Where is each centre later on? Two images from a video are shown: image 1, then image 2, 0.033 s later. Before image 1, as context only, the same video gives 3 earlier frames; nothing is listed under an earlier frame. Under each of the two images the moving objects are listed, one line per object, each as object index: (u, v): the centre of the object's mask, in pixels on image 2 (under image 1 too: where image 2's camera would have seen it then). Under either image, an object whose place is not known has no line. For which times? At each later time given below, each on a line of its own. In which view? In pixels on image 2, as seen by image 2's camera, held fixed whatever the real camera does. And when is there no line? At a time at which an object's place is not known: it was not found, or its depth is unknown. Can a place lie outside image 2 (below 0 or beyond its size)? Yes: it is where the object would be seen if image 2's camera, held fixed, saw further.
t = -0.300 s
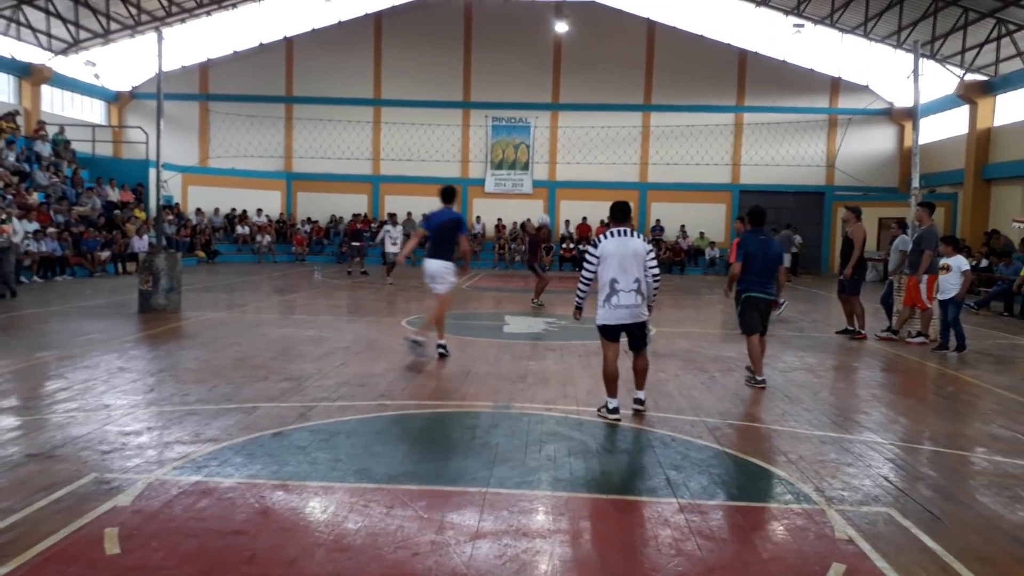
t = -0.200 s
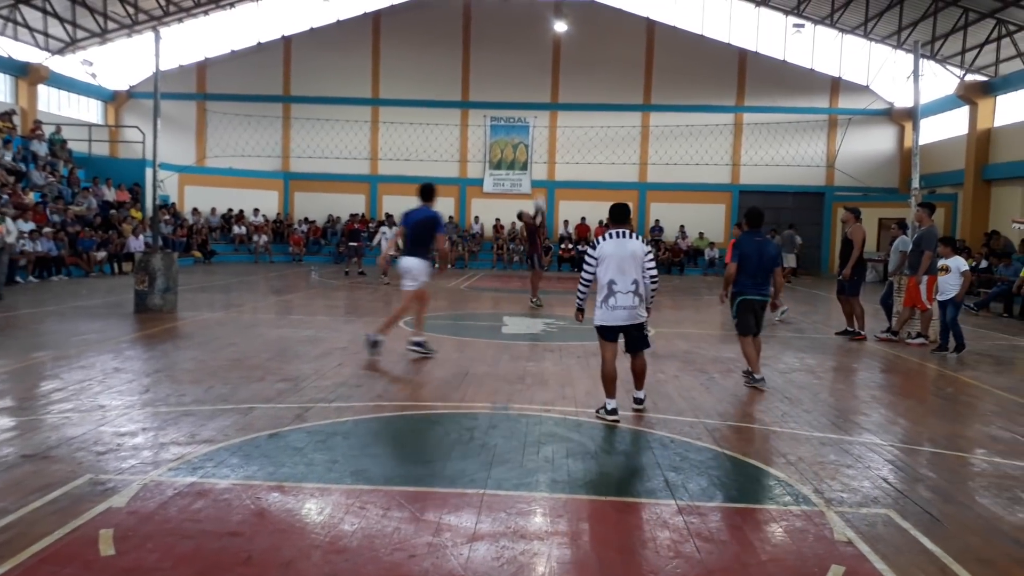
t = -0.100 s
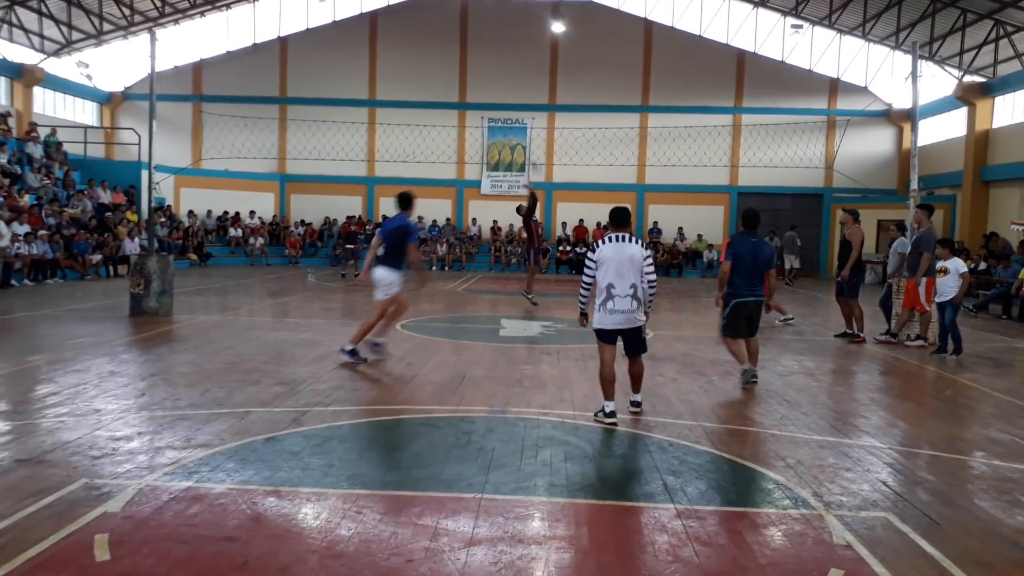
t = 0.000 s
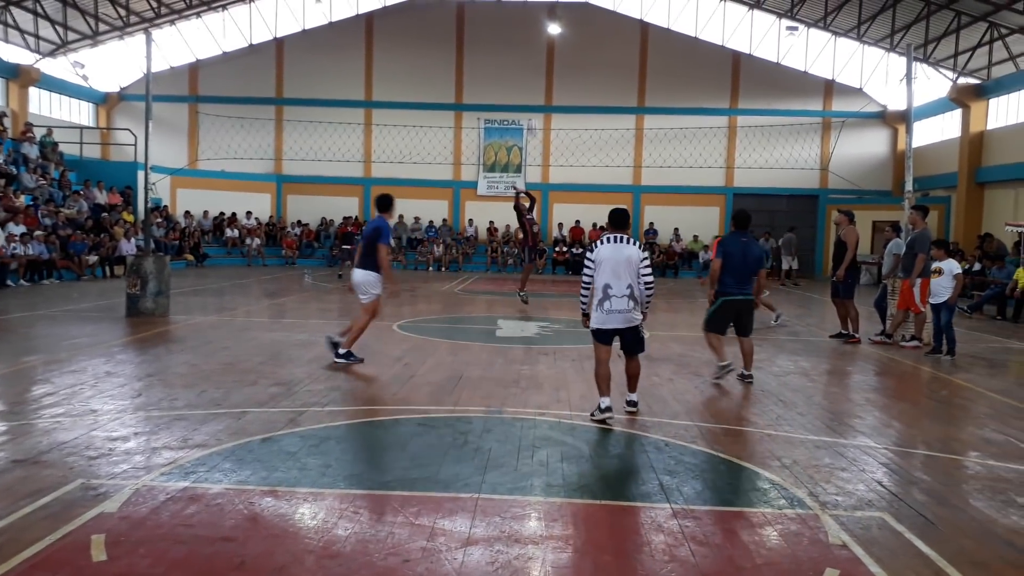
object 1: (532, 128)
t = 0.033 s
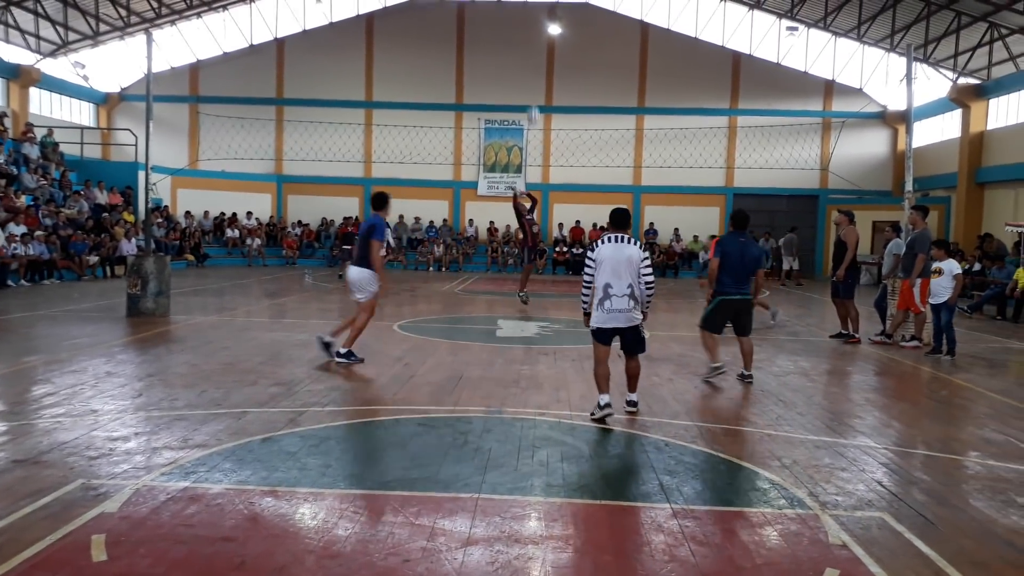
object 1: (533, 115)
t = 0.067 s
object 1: (534, 104)
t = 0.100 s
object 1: (534, 93)
